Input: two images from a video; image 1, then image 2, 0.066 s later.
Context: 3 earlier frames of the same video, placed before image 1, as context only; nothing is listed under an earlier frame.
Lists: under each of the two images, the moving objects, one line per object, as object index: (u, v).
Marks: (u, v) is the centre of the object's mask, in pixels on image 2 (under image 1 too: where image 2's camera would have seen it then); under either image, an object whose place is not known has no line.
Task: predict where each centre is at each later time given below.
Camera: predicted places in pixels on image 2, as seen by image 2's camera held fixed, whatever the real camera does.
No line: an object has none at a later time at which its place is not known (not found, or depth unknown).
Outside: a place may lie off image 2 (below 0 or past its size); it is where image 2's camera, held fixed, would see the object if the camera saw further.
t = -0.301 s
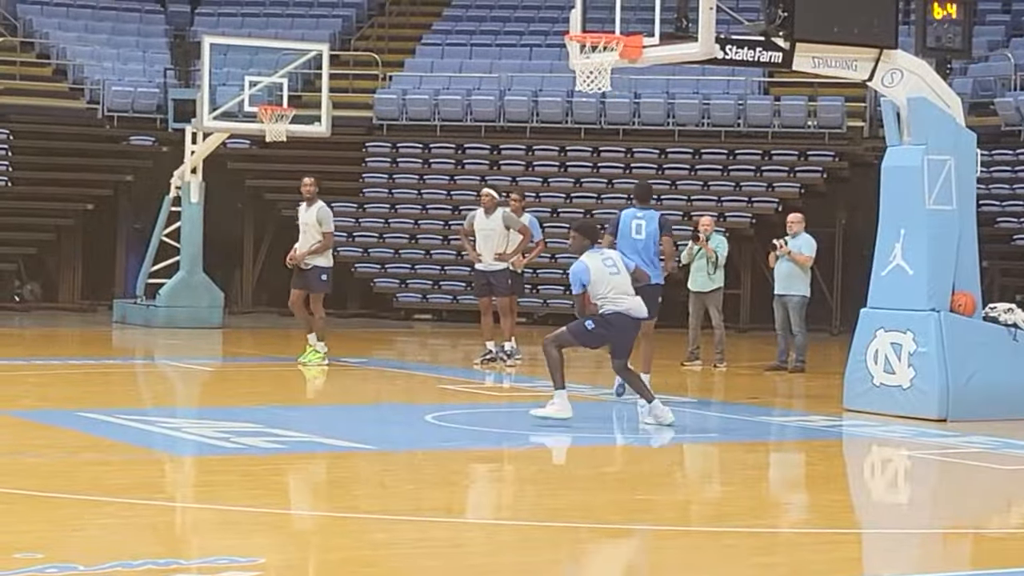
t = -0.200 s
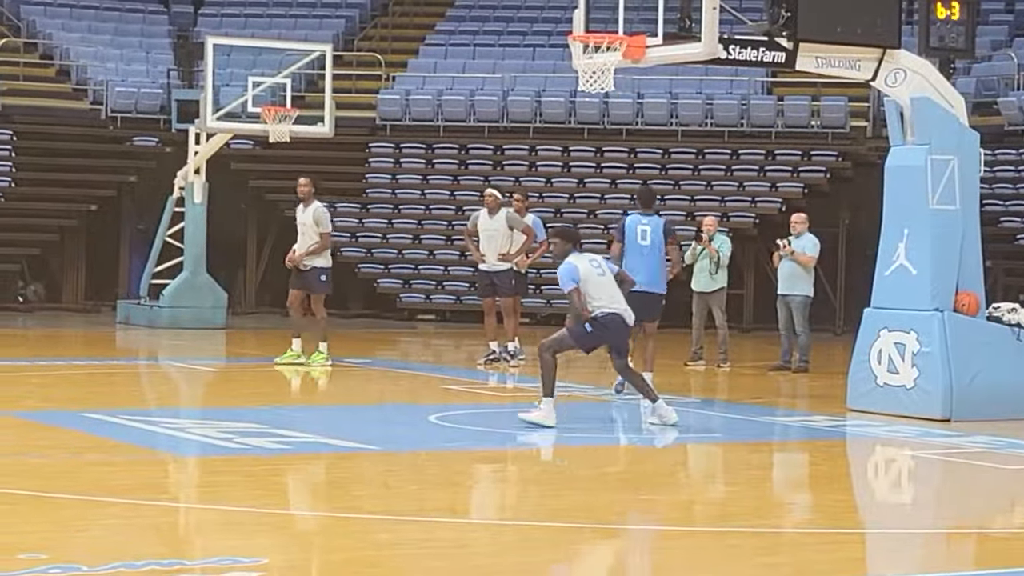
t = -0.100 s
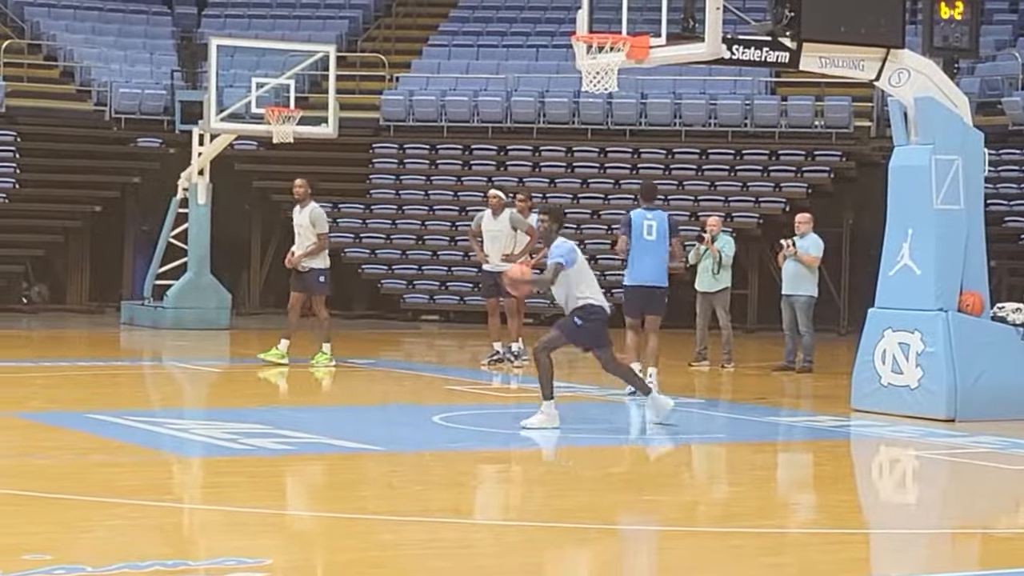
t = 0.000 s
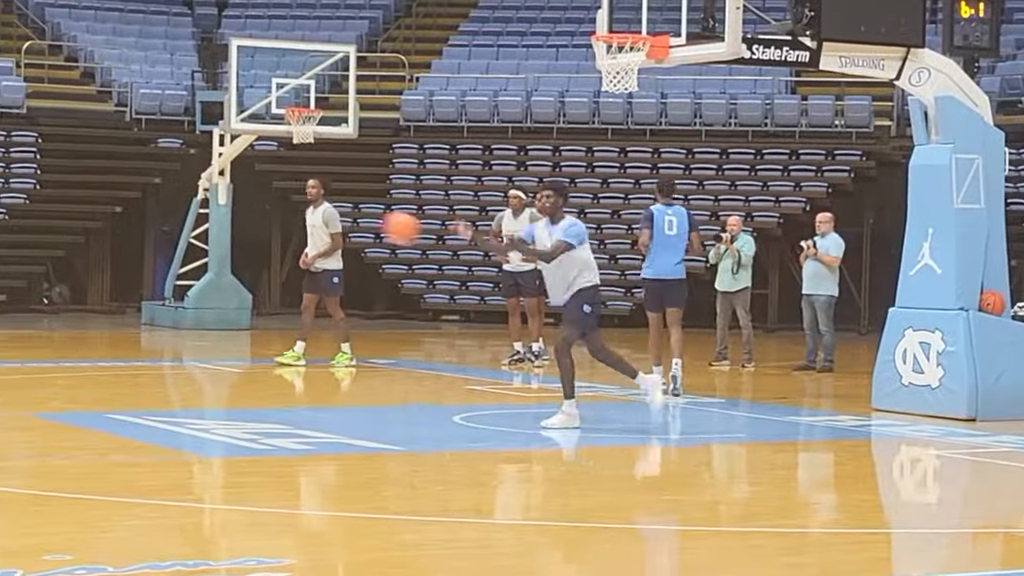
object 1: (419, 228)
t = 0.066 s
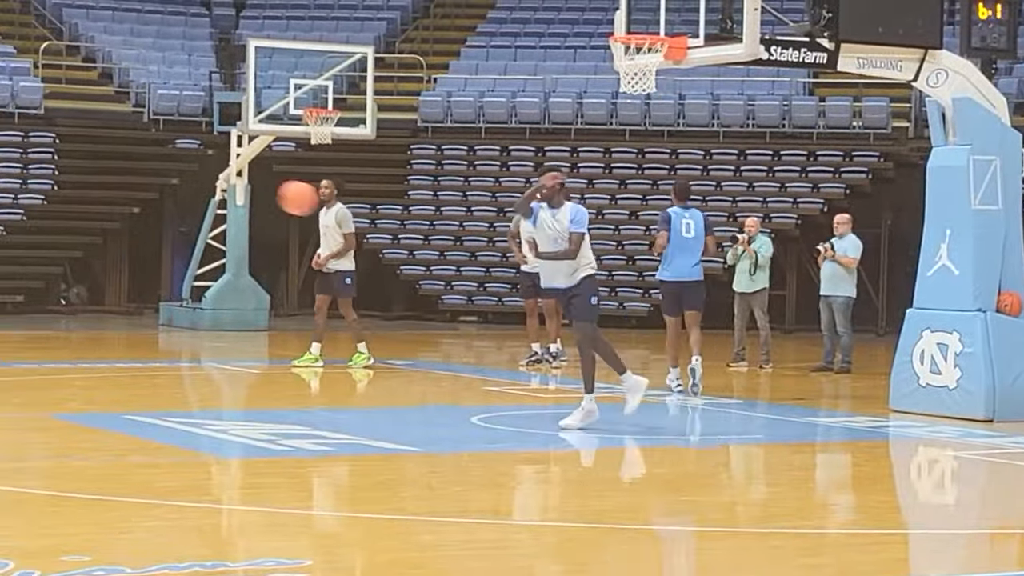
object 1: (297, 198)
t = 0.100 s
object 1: (237, 183)
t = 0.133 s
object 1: (172, 170)
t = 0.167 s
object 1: (106, 156)
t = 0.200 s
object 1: (39, 145)
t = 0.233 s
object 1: (-31, 133)
